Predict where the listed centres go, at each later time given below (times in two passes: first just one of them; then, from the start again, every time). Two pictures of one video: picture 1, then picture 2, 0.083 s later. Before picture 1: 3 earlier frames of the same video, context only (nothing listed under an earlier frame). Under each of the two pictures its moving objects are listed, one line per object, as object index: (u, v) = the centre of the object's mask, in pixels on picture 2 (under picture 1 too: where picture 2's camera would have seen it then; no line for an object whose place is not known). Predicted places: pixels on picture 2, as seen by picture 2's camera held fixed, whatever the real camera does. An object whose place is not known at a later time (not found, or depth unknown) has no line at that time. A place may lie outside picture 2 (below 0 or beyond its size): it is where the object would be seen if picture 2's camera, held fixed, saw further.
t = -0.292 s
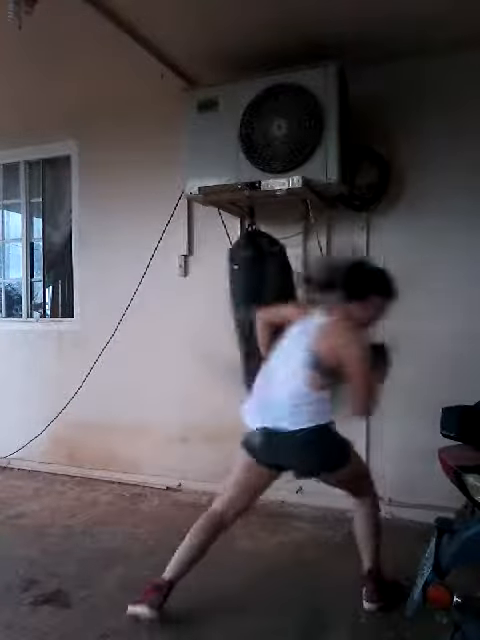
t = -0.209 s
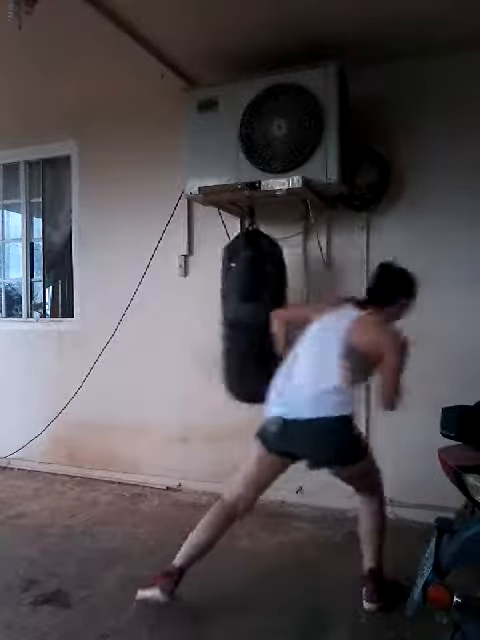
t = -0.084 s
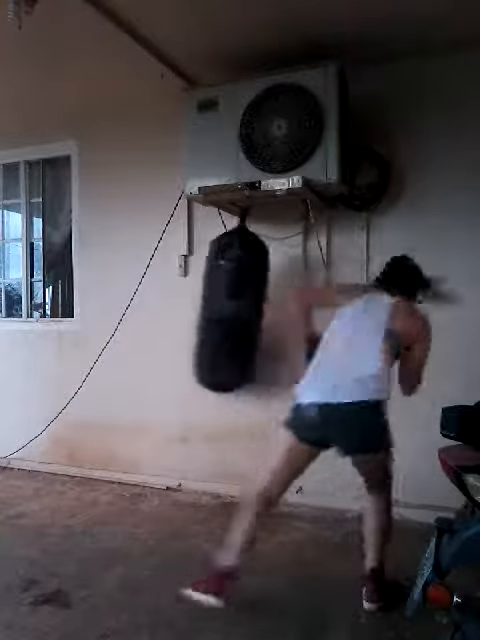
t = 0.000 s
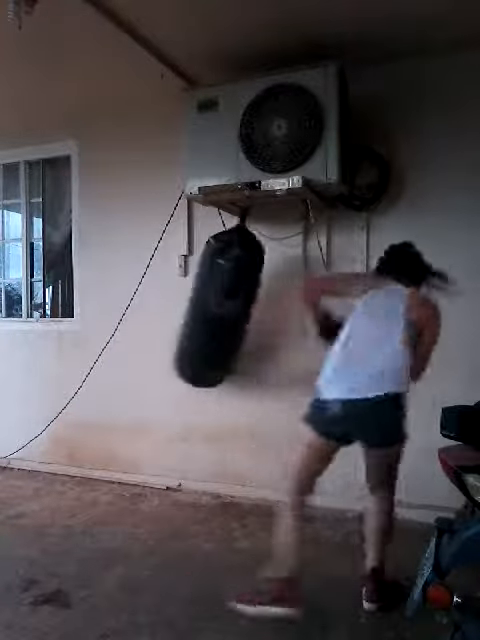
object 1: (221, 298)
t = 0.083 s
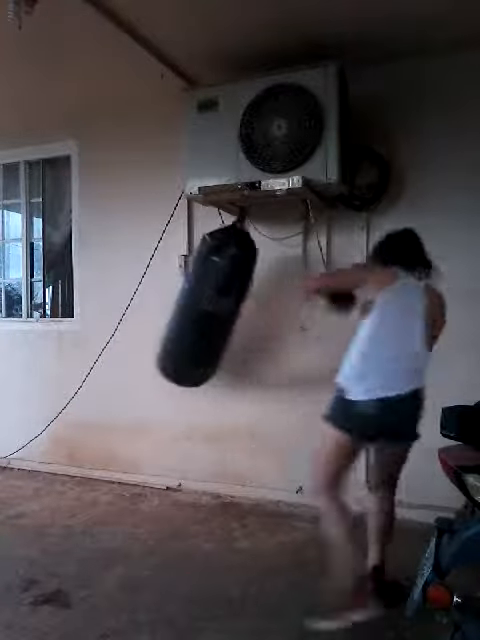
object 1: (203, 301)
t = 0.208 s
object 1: (192, 301)
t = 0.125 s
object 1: (200, 299)
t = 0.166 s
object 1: (199, 297)
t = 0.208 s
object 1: (192, 301)
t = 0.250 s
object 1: (191, 302)
